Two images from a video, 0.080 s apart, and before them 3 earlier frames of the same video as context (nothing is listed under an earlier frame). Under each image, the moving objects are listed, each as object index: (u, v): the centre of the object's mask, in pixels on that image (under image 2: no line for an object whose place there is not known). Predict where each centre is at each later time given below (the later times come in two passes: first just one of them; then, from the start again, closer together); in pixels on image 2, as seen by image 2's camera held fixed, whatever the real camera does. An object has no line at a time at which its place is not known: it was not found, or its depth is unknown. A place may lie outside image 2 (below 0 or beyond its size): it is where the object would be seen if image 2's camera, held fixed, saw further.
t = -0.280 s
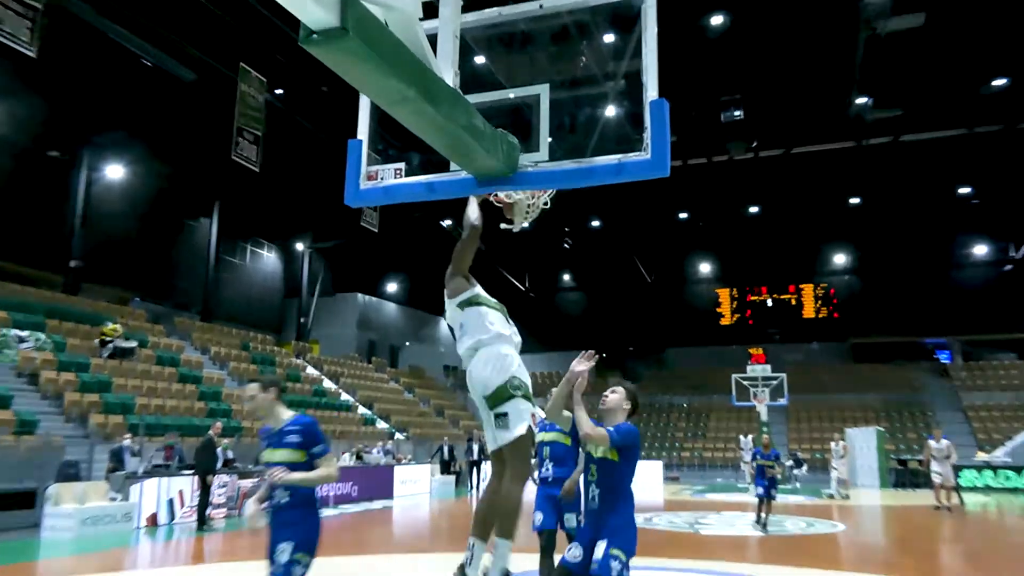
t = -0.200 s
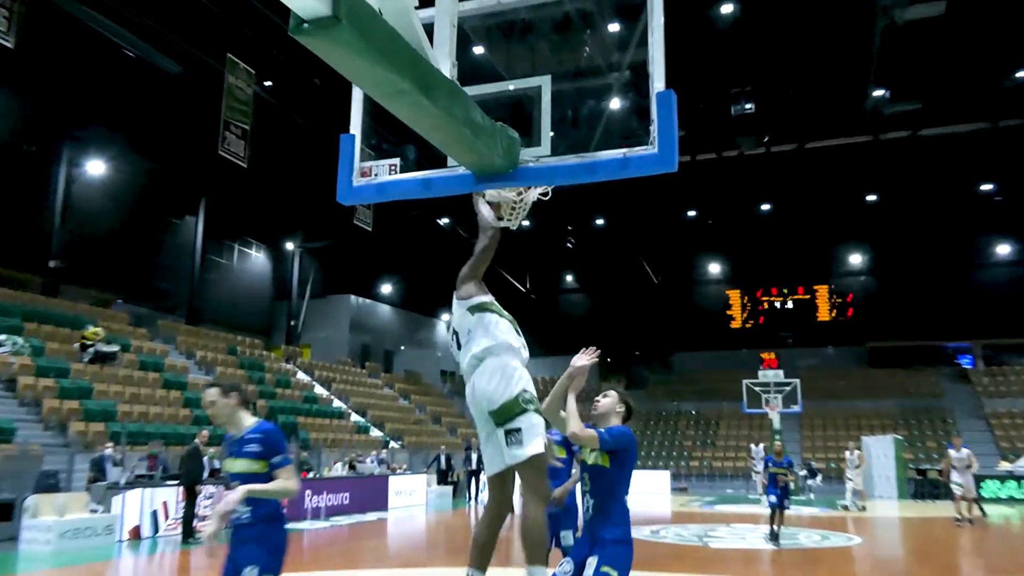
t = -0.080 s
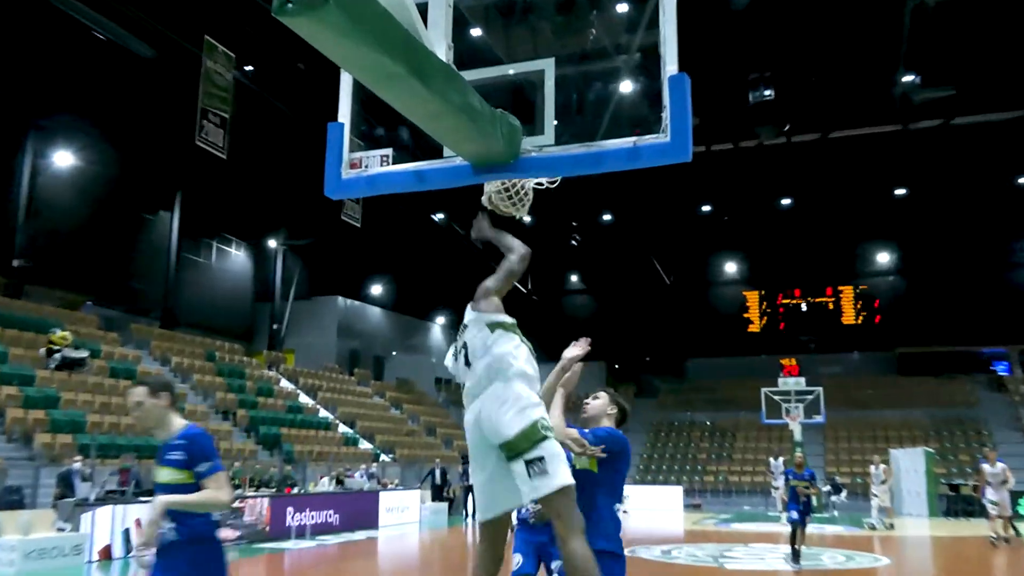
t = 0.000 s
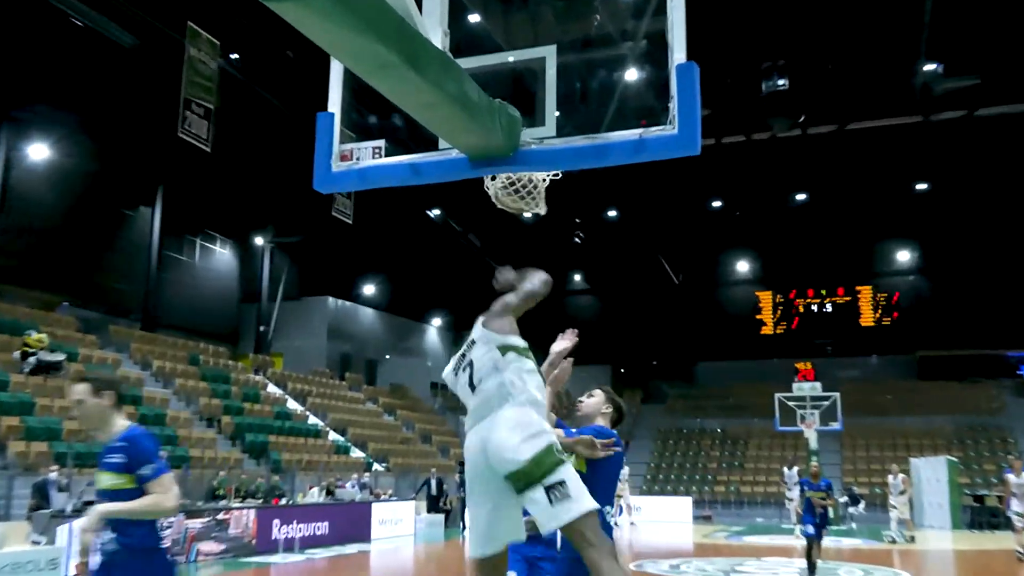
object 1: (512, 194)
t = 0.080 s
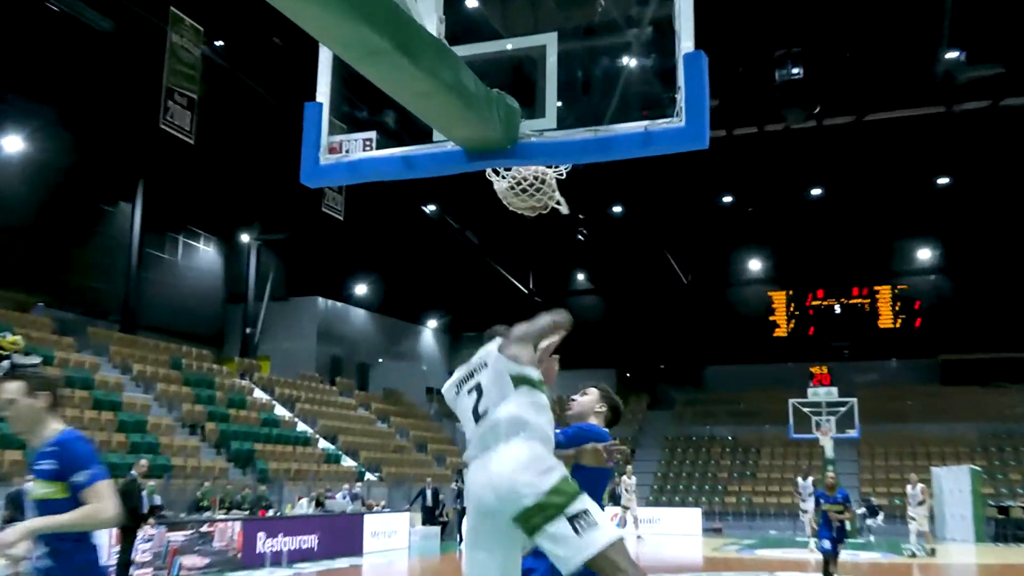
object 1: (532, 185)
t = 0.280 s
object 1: (535, 192)
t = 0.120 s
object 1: (535, 186)
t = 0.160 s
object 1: (535, 187)
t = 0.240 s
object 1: (535, 184)
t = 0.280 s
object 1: (535, 192)
